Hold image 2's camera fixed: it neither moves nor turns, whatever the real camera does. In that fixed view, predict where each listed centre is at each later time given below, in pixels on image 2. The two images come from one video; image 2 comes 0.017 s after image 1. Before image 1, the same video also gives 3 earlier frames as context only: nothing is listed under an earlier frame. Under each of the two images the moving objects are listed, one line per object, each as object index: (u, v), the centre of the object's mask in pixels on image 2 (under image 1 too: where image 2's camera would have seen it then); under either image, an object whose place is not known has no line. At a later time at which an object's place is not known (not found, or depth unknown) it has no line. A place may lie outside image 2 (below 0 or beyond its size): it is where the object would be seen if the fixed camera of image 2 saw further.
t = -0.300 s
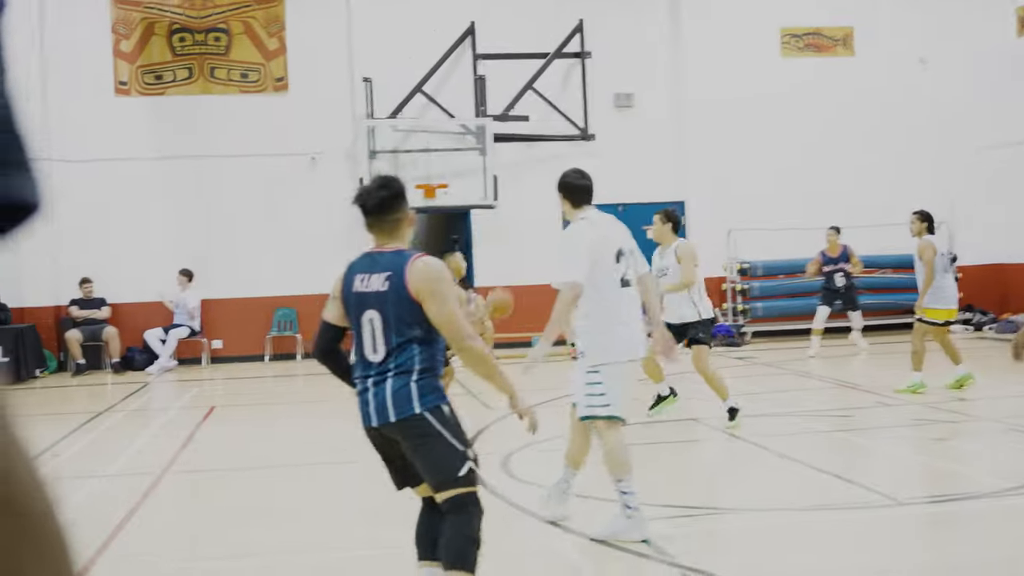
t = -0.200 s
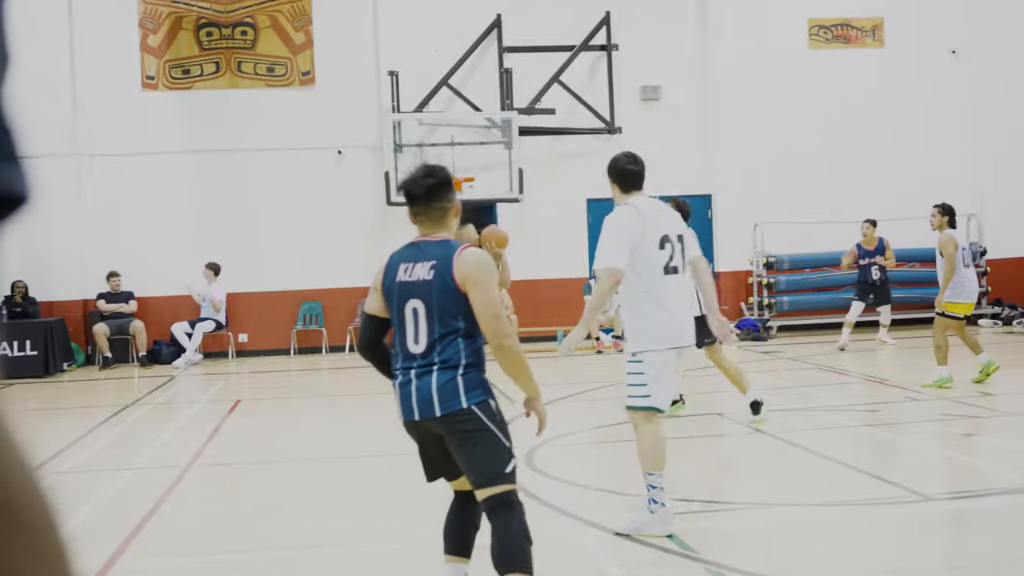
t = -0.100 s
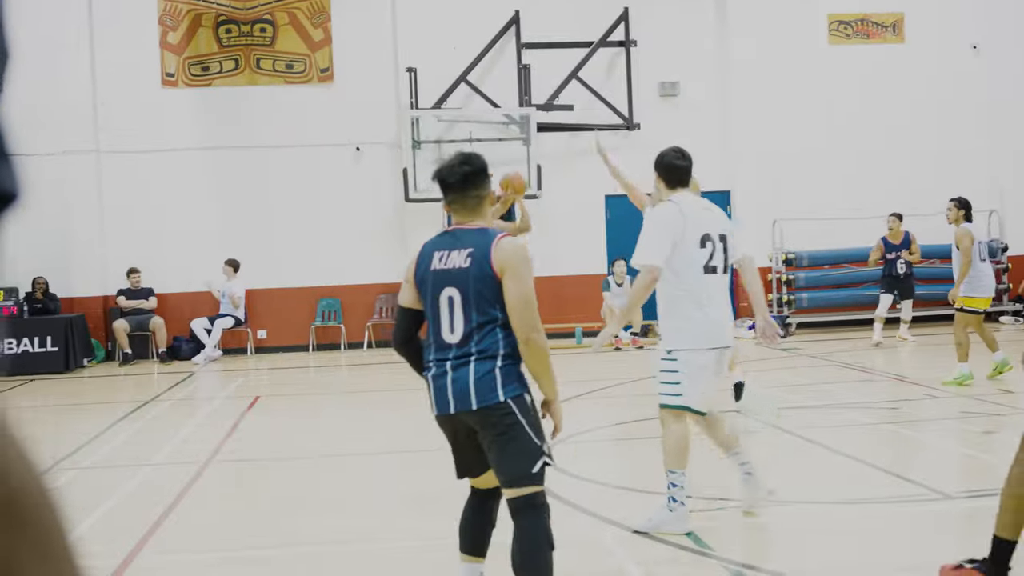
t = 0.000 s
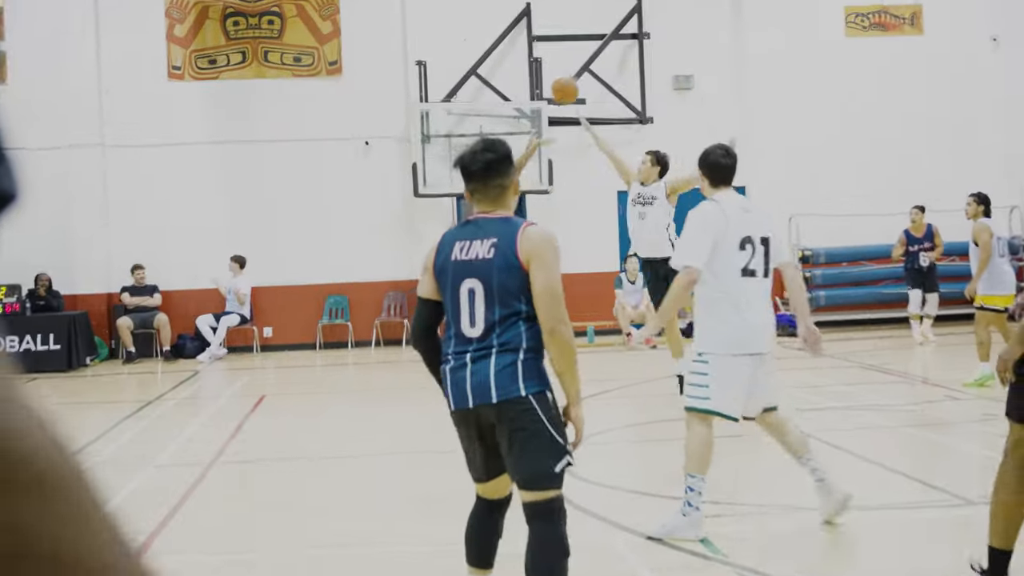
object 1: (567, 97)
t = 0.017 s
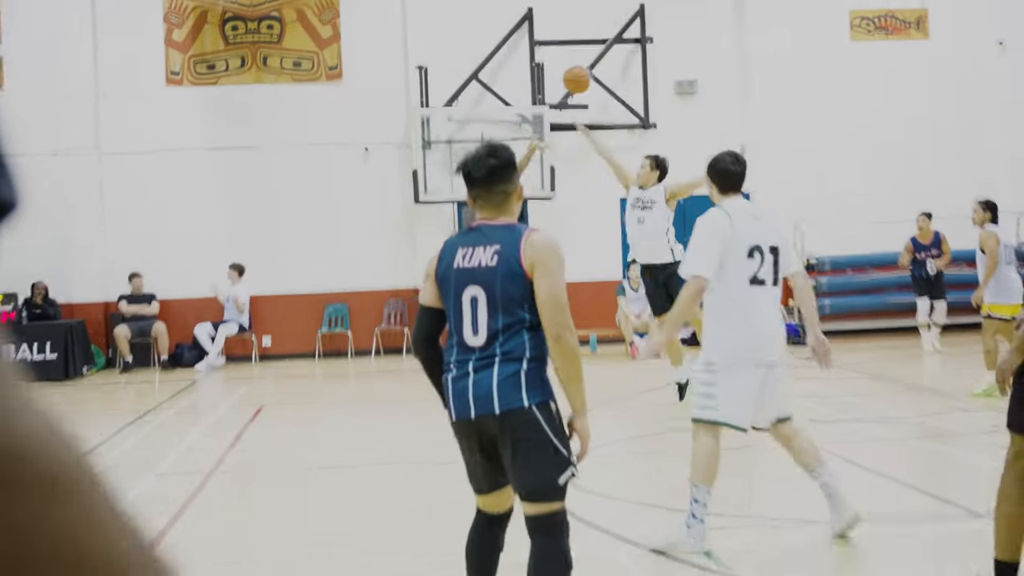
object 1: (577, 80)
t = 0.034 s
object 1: (585, 64)
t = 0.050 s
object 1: (594, 49)
